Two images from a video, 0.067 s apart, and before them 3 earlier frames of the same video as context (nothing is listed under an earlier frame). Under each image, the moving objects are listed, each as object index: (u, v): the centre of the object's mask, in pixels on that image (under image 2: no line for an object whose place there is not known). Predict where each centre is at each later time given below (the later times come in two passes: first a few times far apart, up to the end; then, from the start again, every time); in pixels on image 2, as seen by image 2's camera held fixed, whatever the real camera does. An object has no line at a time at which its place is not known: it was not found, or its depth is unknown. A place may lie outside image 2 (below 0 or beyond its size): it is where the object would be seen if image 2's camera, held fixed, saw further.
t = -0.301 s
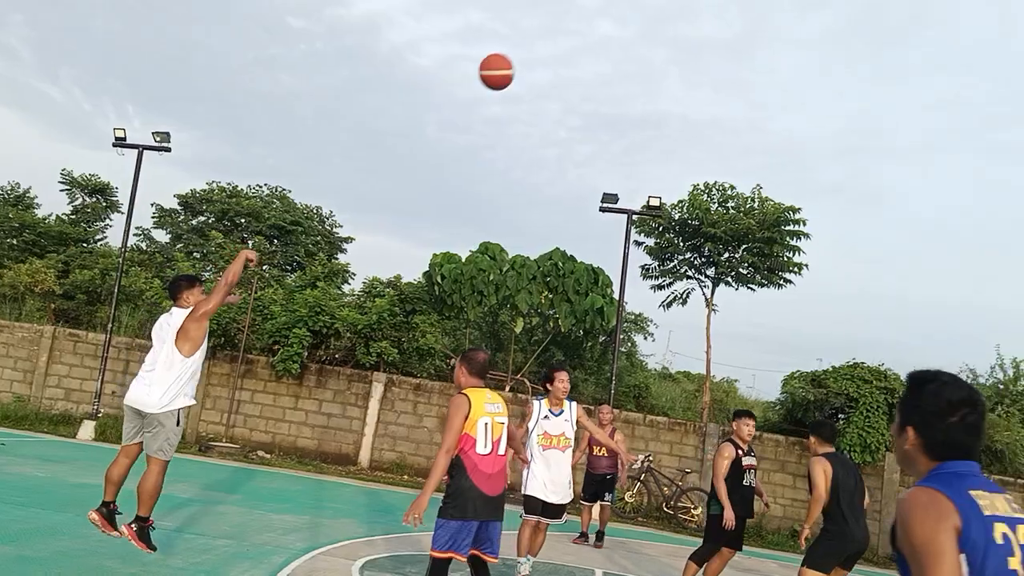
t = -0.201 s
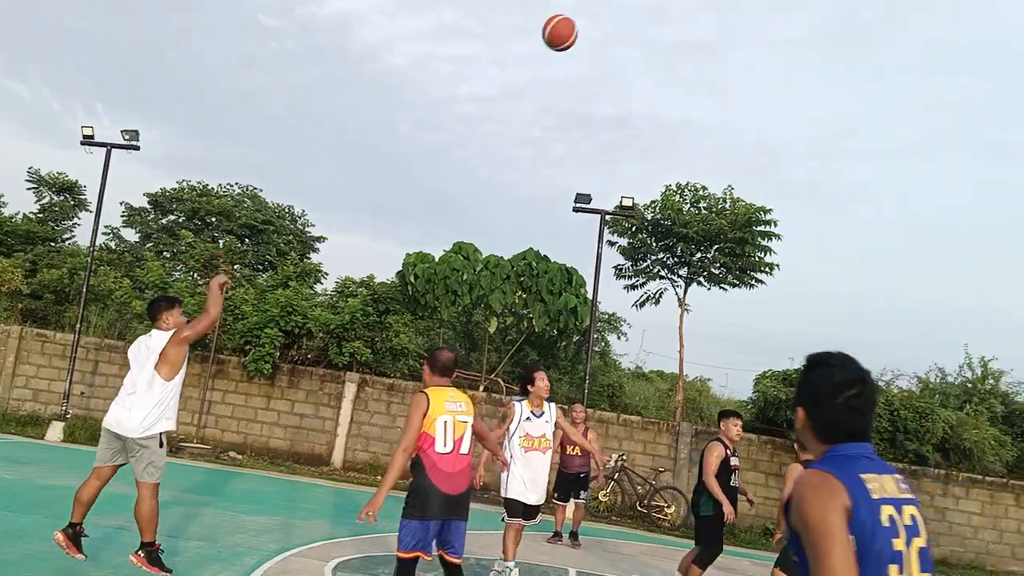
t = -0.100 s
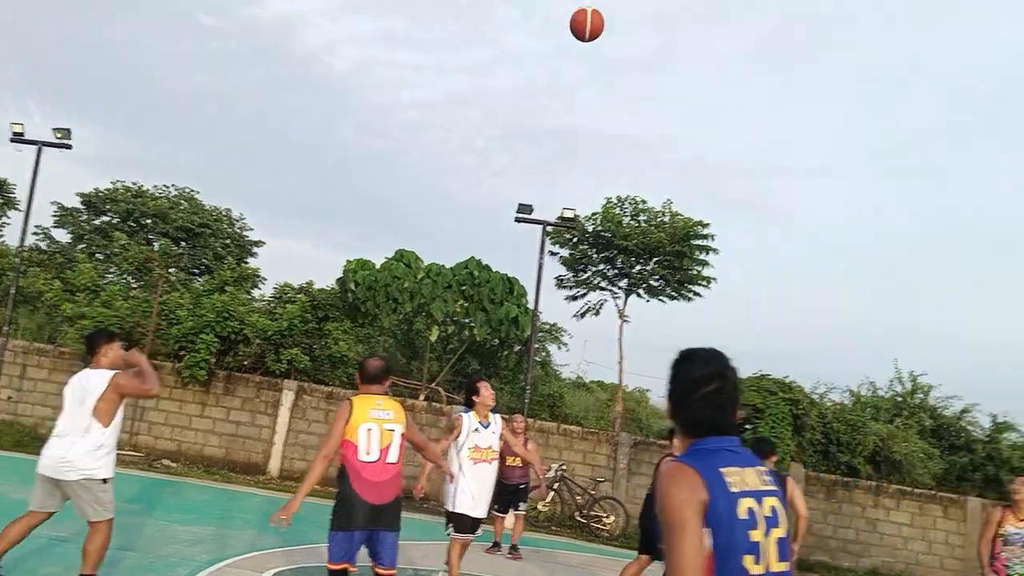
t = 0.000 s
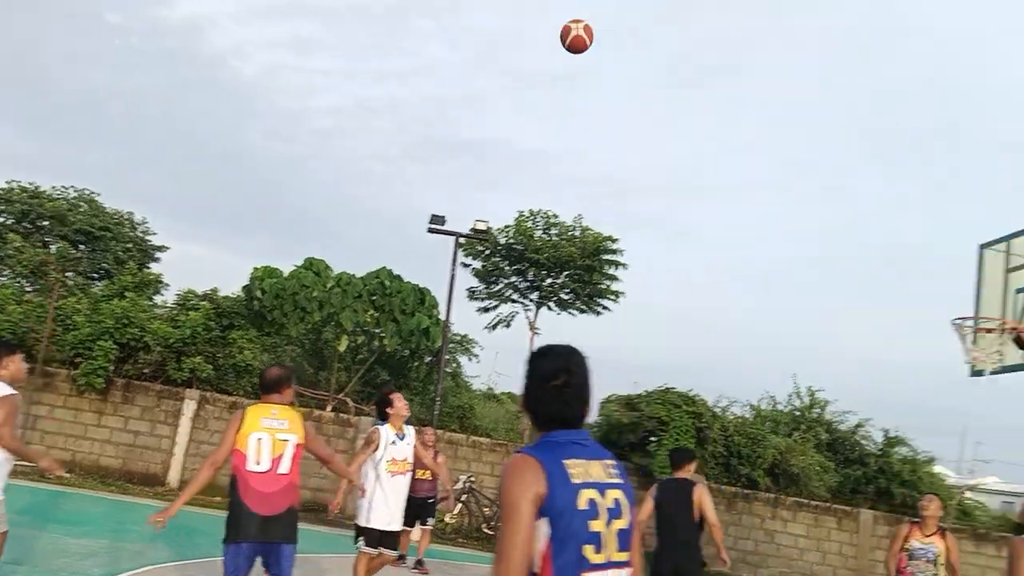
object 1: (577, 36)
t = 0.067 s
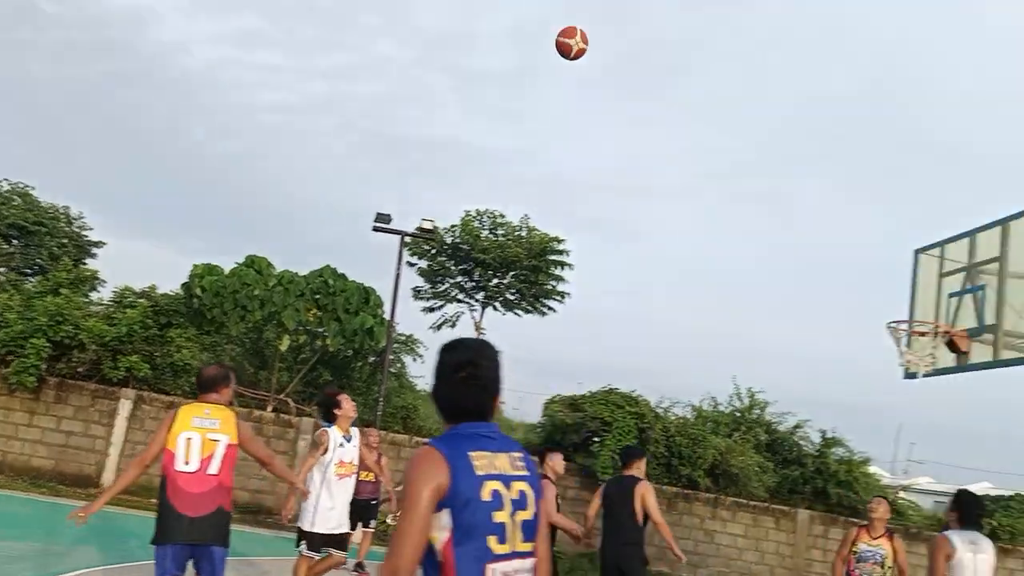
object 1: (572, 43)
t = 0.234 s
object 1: (687, 83)
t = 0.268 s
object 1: (706, 93)
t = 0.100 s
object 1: (597, 49)
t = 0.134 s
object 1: (621, 55)
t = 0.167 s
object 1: (643, 63)
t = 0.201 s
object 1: (665, 73)
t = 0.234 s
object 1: (687, 83)
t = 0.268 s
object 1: (706, 93)
